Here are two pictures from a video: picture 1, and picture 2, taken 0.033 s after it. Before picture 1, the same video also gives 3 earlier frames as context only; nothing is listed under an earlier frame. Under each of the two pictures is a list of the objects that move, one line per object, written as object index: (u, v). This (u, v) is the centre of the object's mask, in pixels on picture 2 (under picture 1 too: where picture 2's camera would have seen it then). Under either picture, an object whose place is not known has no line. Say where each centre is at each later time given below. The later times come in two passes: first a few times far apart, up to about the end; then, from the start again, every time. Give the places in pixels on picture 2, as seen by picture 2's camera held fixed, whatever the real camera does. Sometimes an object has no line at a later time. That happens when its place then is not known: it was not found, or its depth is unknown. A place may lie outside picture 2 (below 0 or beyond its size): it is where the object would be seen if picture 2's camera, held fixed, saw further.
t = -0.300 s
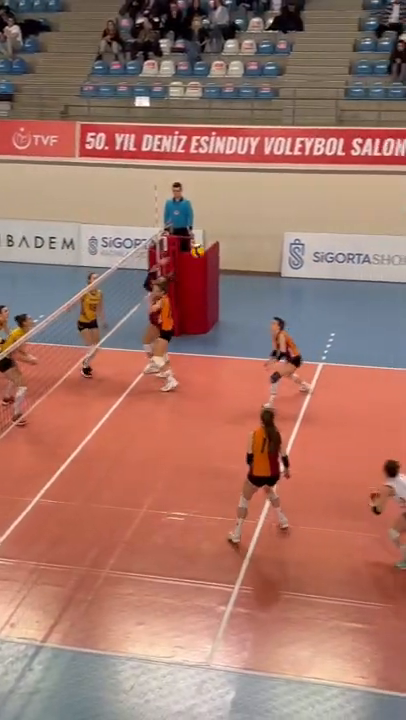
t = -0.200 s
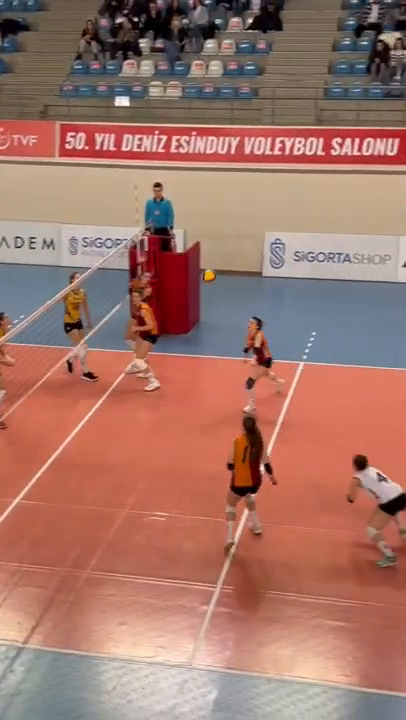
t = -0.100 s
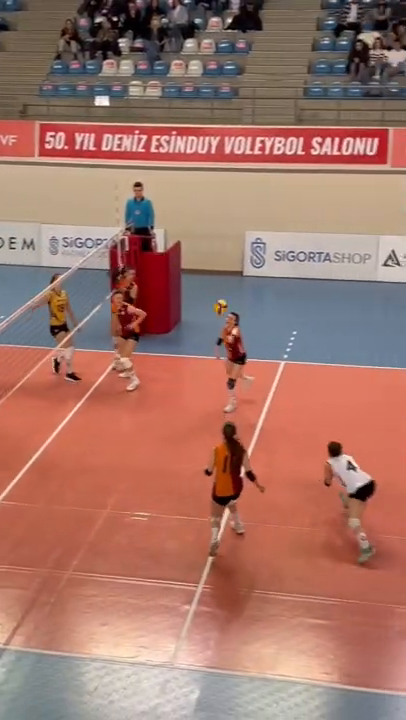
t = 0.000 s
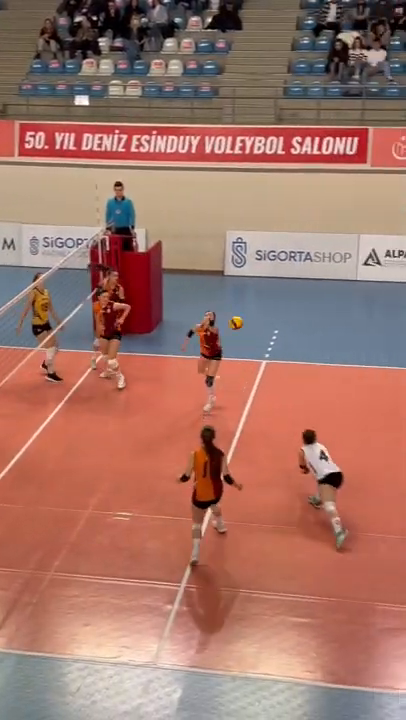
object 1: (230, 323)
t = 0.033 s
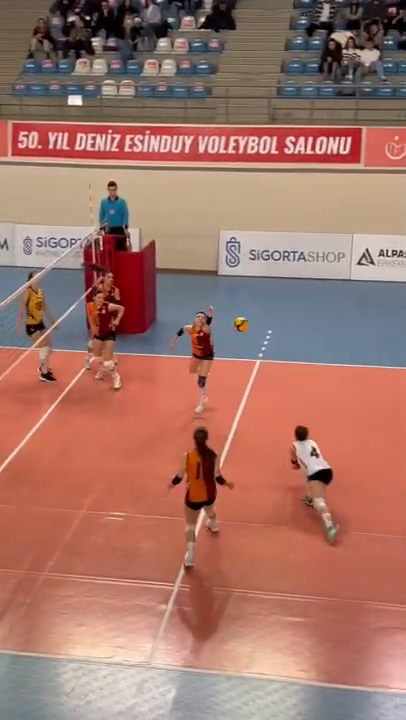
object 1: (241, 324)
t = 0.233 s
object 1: (312, 352)
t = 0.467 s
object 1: (395, 420)
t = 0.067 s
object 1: (253, 328)
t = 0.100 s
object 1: (265, 331)
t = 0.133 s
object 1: (277, 334)
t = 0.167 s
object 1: (289, 340)
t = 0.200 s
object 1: (301, 346)
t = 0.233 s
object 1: (312, 352)
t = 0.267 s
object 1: (324, 359)
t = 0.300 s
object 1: (337, 368)
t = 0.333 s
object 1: (348, 376)
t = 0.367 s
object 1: (361, 387)
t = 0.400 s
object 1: (371, 397)
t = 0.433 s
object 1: (383, 407)
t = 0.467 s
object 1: (395, 420)
